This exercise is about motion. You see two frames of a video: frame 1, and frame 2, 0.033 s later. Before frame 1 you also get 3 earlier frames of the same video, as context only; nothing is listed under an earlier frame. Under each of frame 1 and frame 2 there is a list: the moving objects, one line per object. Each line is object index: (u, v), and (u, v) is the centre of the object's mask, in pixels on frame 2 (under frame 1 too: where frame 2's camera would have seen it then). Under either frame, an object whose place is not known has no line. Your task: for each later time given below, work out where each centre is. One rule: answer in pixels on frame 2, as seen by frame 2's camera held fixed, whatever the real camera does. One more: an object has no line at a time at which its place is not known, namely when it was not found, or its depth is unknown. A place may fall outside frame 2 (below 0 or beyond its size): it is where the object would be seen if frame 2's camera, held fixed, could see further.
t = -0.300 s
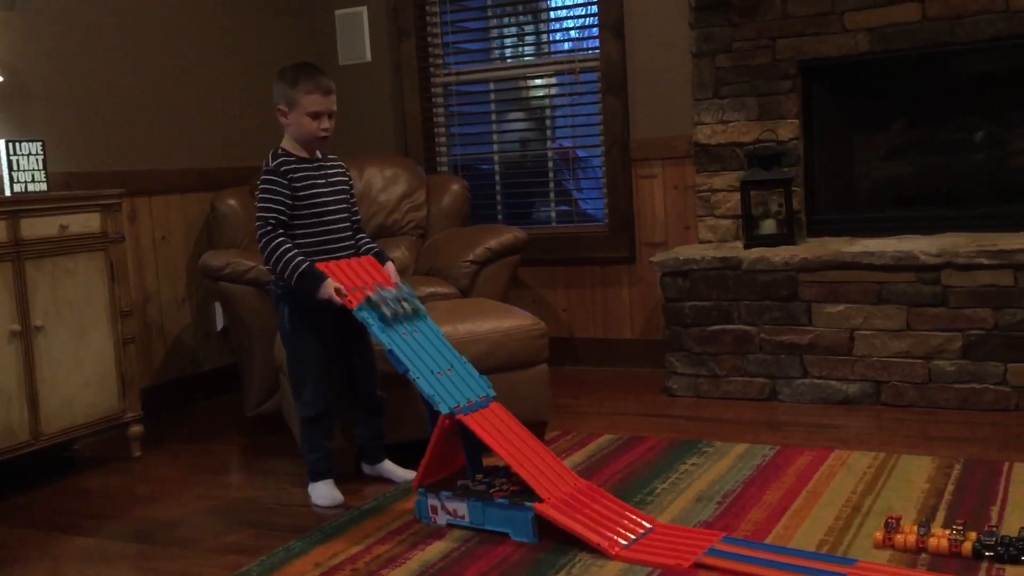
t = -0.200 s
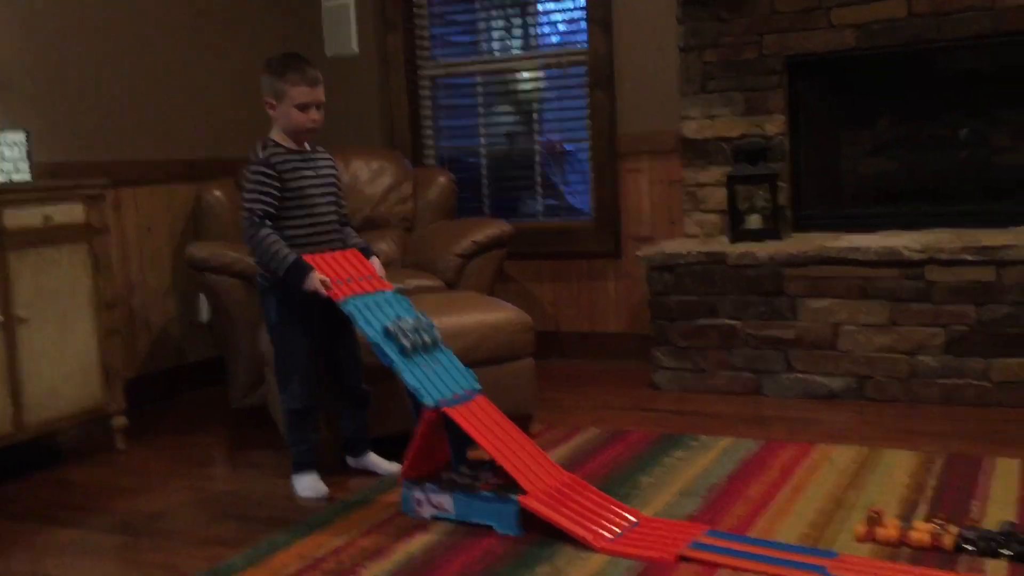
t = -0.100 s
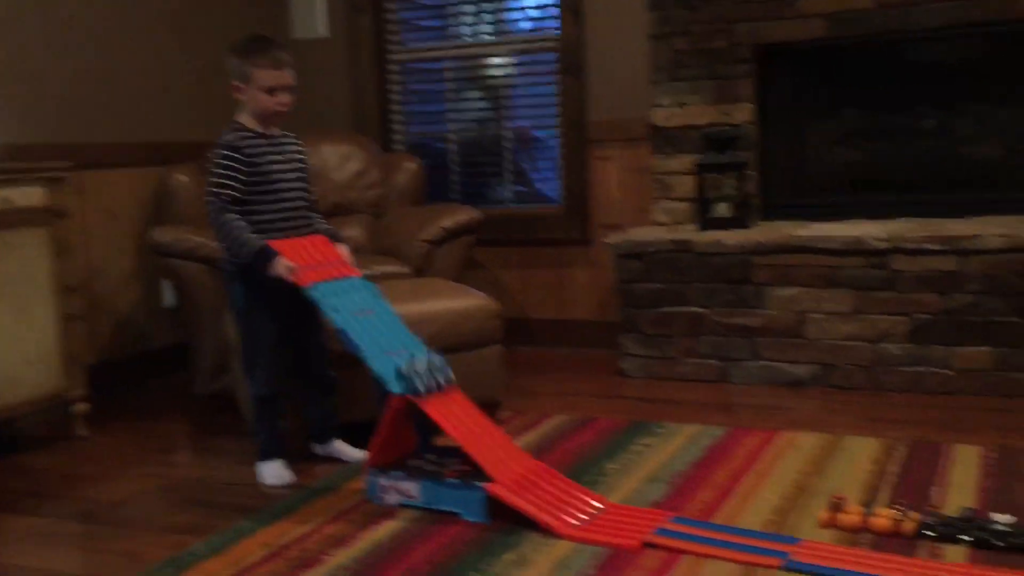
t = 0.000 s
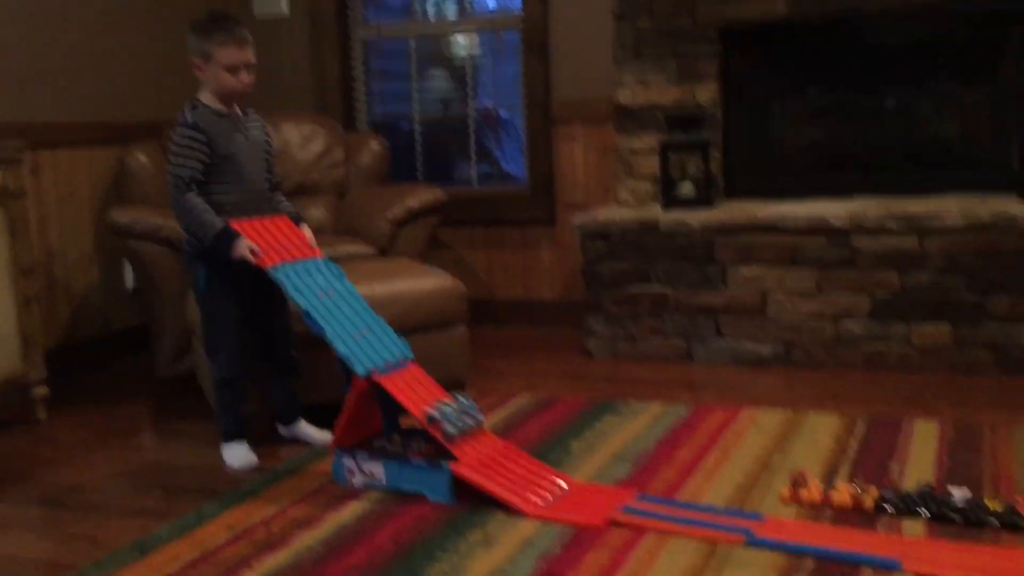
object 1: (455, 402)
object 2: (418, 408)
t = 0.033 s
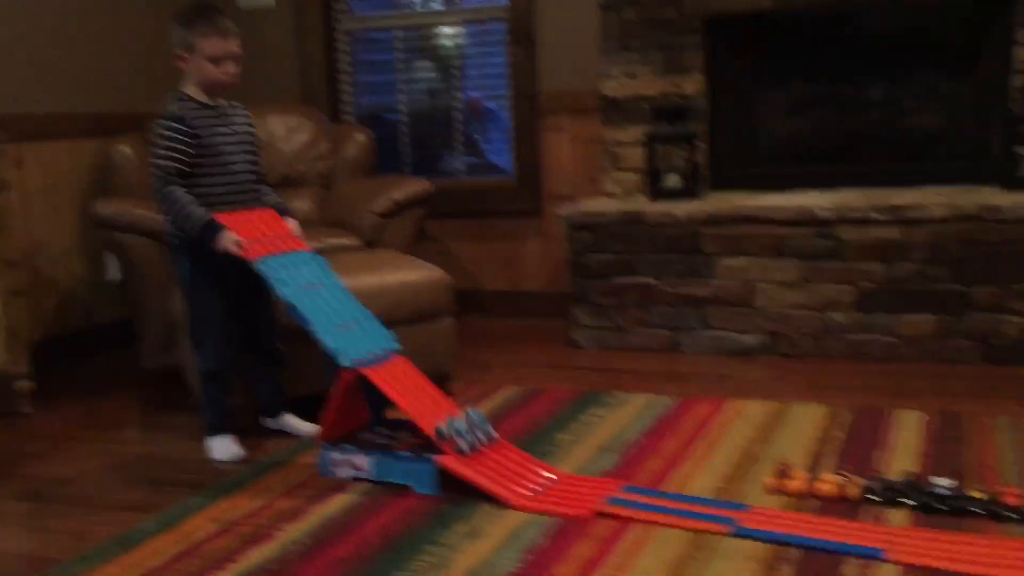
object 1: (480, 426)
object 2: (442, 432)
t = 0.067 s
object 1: (508, 442)
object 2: (466, 452)
